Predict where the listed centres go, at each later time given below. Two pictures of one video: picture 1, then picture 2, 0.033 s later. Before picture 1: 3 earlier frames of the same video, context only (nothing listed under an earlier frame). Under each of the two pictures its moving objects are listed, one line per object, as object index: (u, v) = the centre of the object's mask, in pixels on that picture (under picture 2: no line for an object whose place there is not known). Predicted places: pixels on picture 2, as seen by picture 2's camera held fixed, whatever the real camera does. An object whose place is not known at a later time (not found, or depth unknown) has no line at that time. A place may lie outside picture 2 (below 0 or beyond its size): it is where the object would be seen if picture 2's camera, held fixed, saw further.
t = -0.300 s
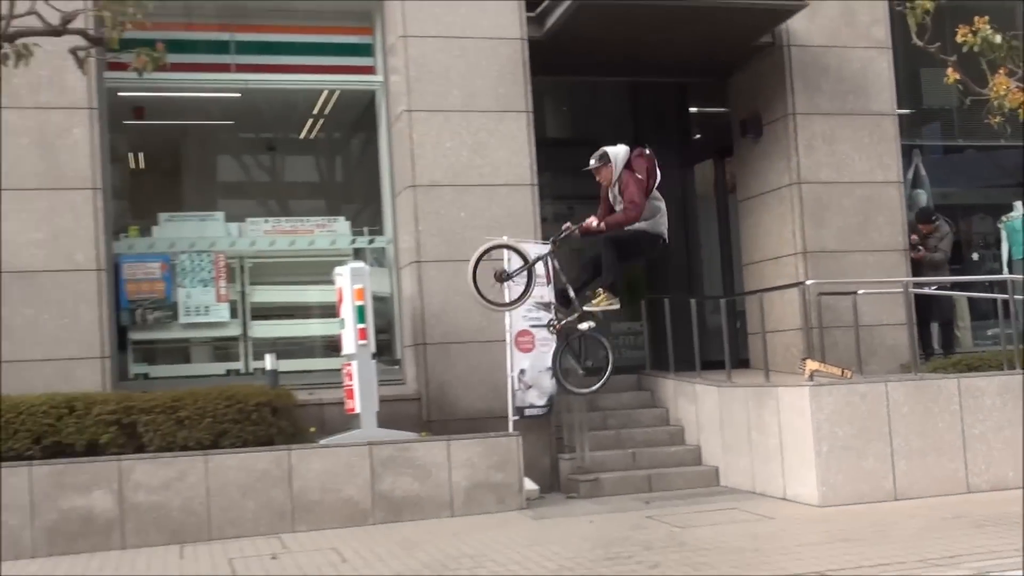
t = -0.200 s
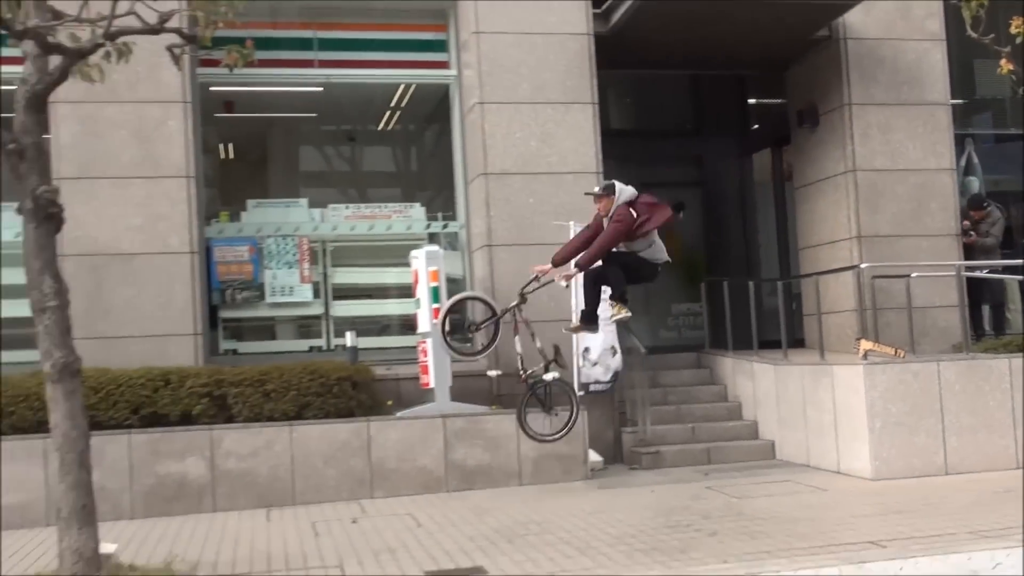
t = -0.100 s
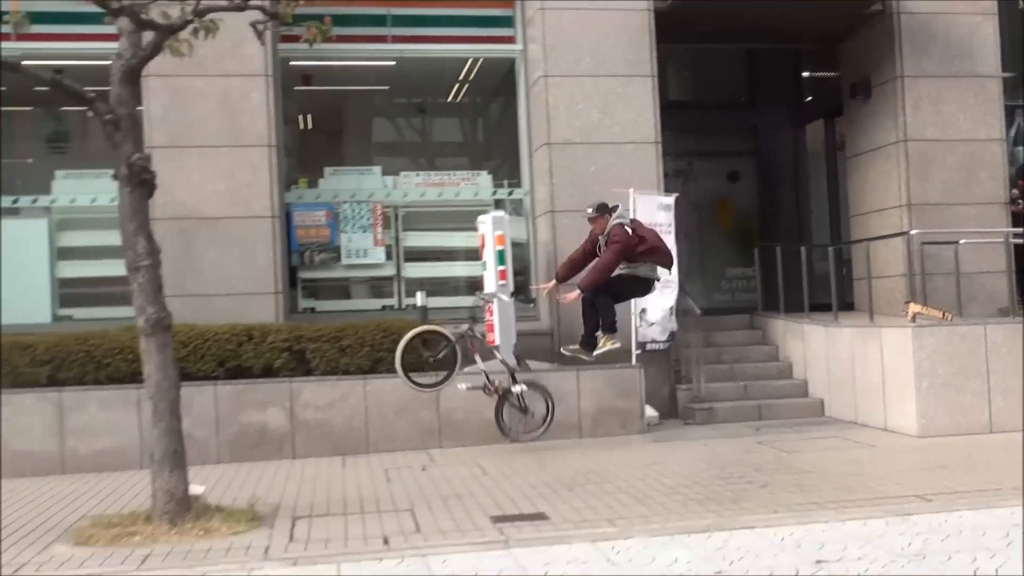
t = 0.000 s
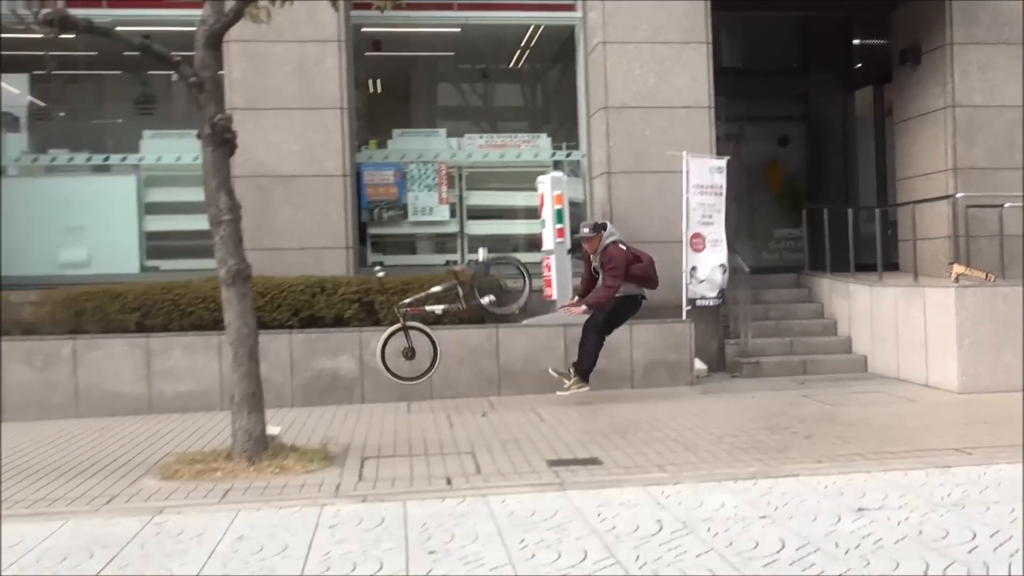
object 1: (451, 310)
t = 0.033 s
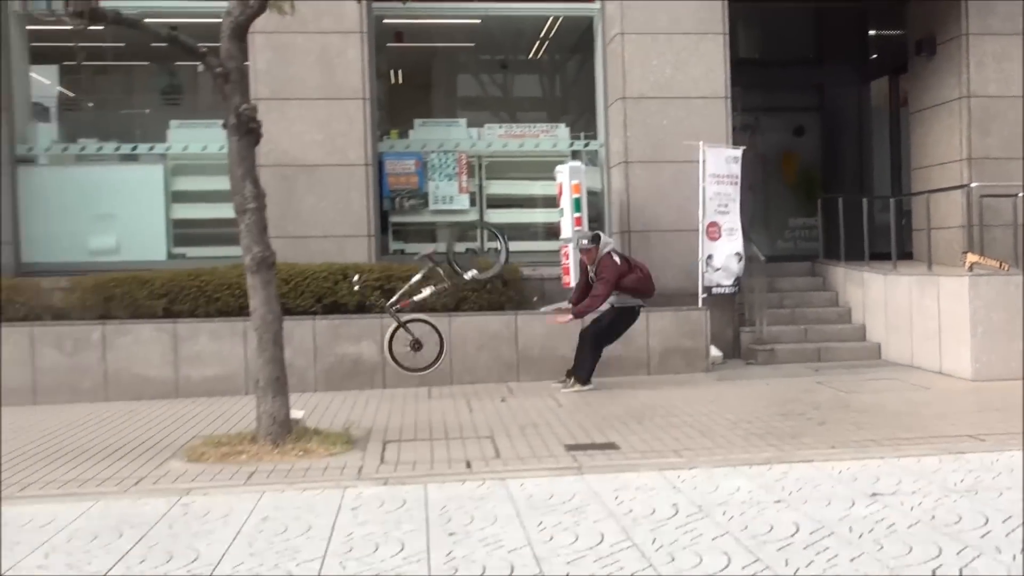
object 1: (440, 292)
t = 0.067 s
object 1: (405, 286)
